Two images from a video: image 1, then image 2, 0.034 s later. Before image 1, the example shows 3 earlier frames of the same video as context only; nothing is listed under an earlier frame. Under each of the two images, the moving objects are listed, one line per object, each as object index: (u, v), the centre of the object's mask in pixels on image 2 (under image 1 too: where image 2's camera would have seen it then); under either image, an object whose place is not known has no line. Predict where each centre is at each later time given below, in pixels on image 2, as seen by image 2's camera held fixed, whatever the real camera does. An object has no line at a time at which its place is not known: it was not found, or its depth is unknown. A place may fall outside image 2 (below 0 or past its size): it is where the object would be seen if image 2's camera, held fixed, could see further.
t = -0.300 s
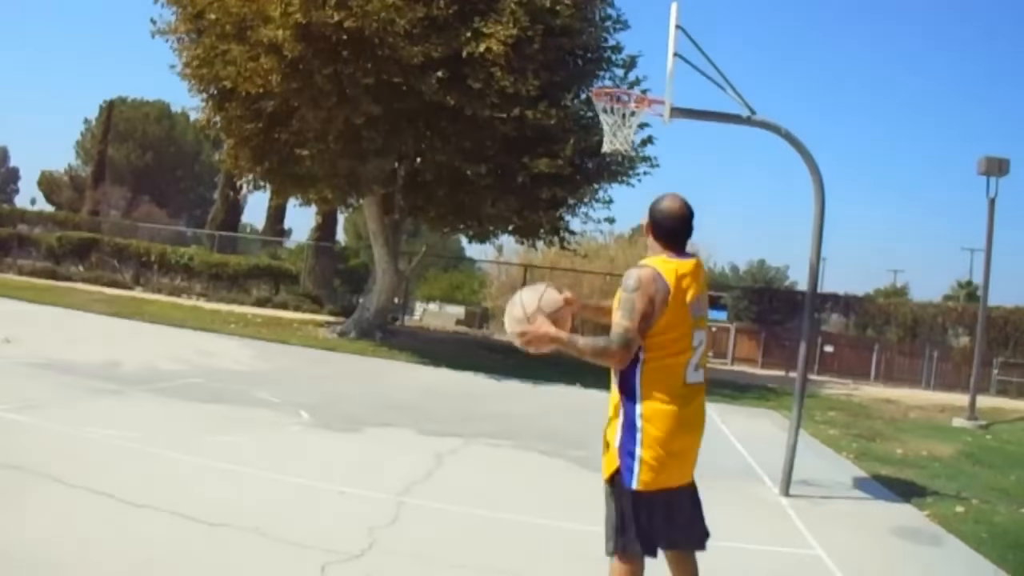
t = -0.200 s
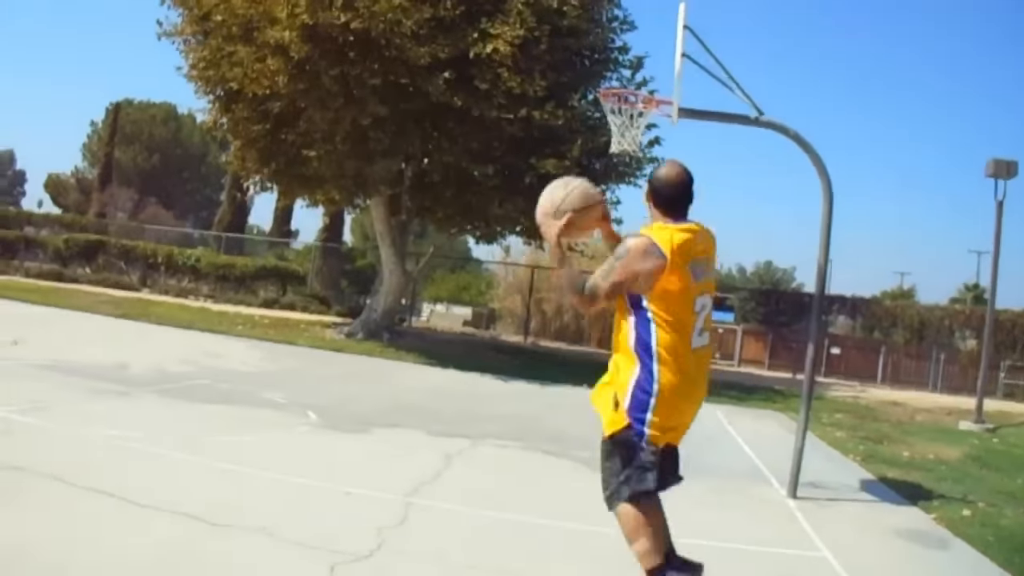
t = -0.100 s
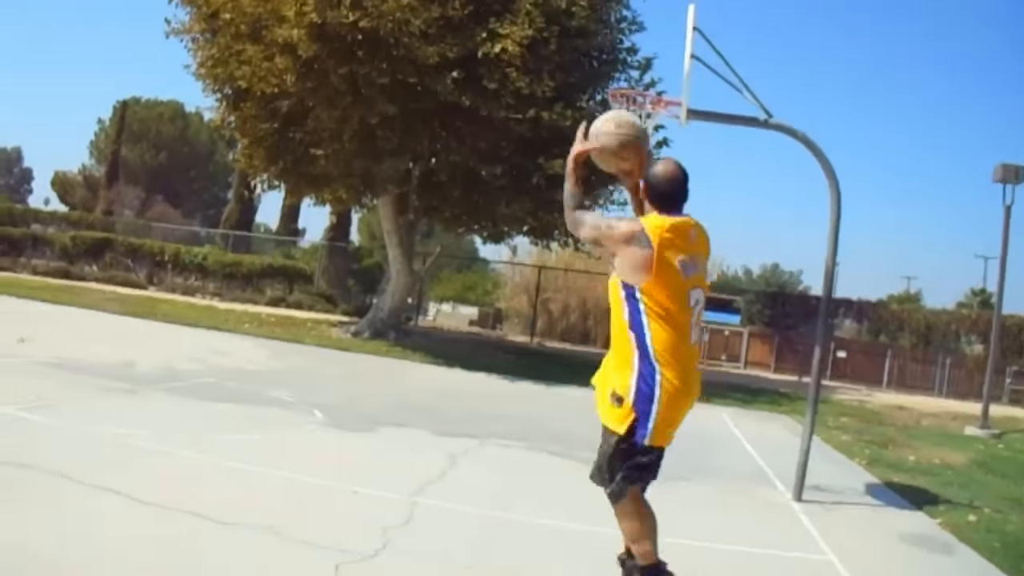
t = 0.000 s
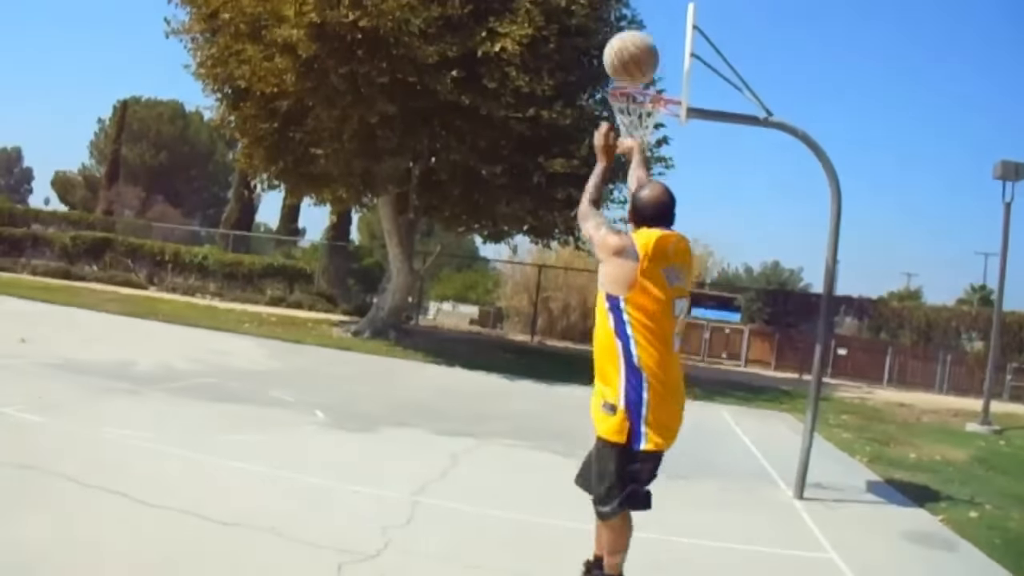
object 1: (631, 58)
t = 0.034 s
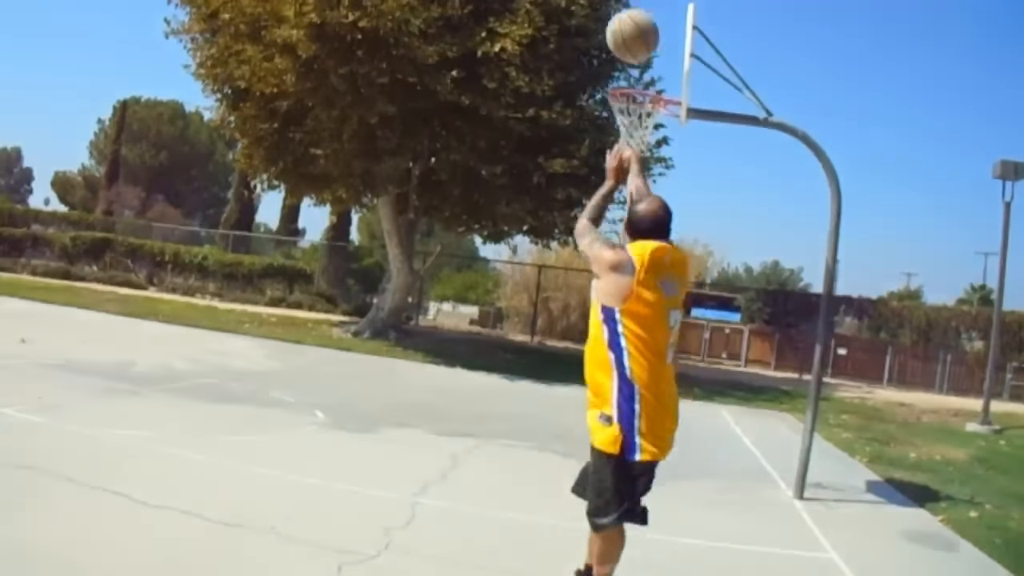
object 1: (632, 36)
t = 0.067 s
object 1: (634, 19)
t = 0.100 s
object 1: (635, 10)
